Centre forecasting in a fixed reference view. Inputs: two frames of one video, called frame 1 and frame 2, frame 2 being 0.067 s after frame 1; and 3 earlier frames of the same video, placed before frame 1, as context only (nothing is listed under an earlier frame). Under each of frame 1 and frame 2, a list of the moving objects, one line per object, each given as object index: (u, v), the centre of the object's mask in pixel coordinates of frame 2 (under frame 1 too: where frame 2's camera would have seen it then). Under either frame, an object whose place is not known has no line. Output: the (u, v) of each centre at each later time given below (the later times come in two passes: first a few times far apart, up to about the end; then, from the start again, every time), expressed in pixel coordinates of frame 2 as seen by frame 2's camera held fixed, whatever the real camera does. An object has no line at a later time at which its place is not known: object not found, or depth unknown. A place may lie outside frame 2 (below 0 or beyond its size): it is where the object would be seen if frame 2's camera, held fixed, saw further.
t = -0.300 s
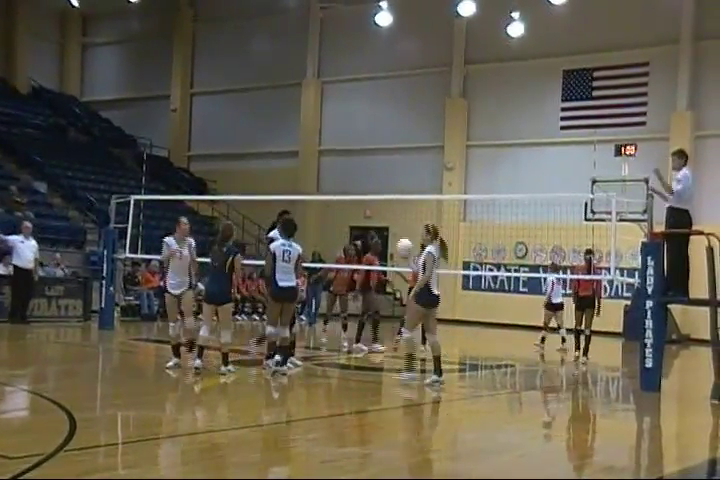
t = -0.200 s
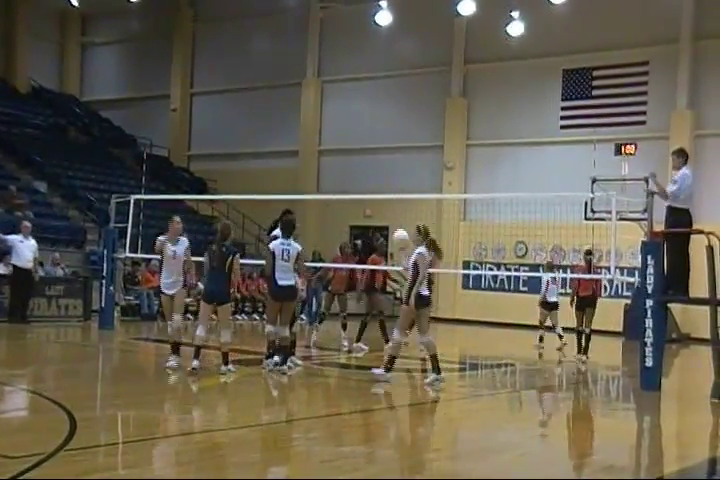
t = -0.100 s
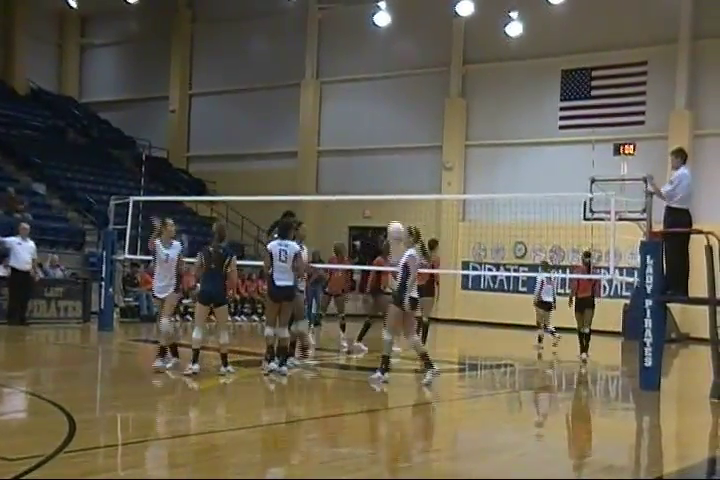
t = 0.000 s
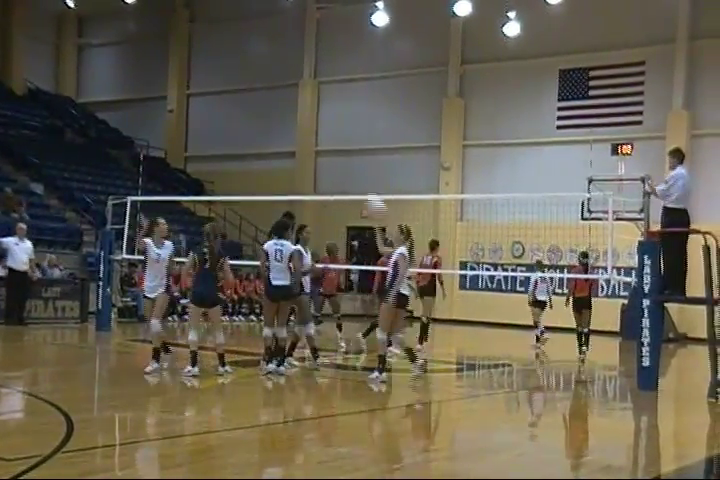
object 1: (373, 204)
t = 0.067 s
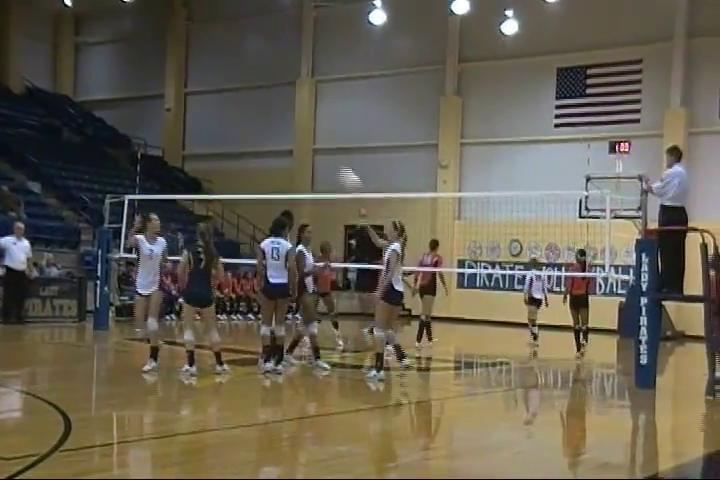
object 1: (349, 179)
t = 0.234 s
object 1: (288, 135)
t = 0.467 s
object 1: (199, 117)
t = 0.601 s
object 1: (145, 130)
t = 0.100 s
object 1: (337, 168)
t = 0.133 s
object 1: (325, 158)
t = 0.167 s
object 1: (313, 150)
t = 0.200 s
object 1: (301, 142)
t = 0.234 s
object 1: (288, 135)
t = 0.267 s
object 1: (276, 130)
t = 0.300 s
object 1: (263, 125)
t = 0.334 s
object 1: (251, 121)
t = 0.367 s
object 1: (239, 119)
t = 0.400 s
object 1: (225, 117)
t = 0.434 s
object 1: (213, 116)
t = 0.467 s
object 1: (199, 117)
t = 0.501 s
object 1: (186, 119)
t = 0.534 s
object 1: (173, 121)
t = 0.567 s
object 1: (160, 125)
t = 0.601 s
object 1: (145, 130)
